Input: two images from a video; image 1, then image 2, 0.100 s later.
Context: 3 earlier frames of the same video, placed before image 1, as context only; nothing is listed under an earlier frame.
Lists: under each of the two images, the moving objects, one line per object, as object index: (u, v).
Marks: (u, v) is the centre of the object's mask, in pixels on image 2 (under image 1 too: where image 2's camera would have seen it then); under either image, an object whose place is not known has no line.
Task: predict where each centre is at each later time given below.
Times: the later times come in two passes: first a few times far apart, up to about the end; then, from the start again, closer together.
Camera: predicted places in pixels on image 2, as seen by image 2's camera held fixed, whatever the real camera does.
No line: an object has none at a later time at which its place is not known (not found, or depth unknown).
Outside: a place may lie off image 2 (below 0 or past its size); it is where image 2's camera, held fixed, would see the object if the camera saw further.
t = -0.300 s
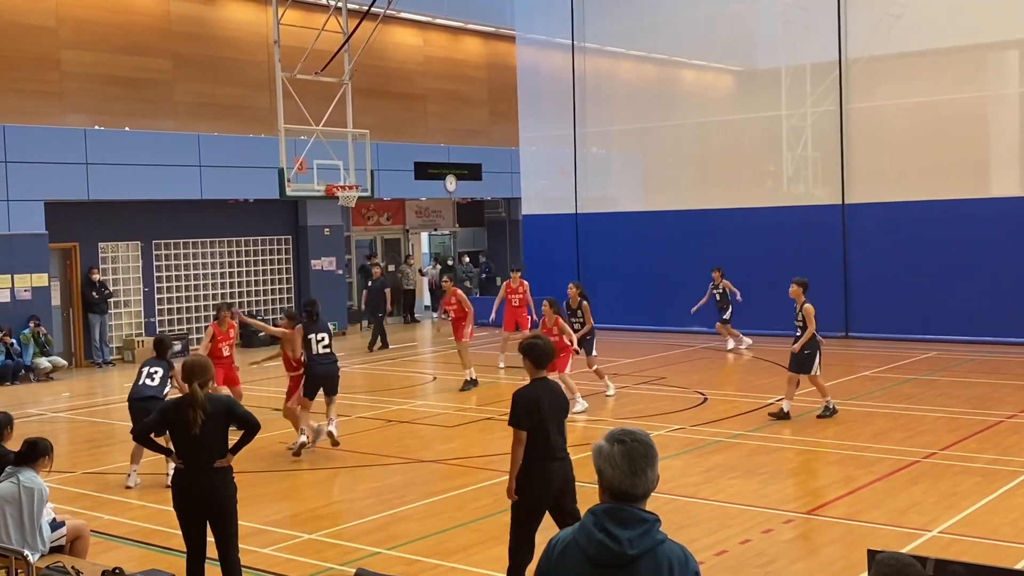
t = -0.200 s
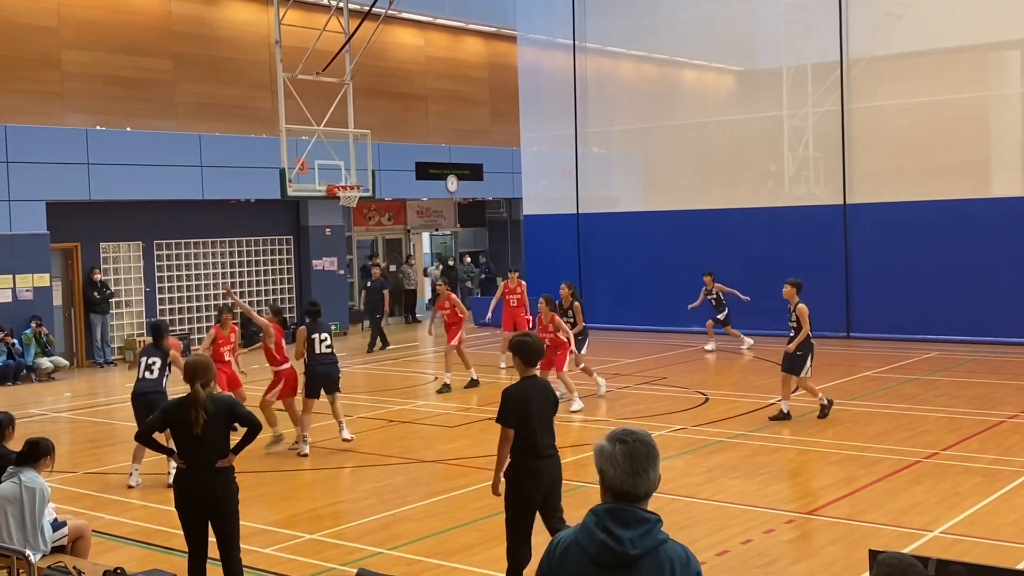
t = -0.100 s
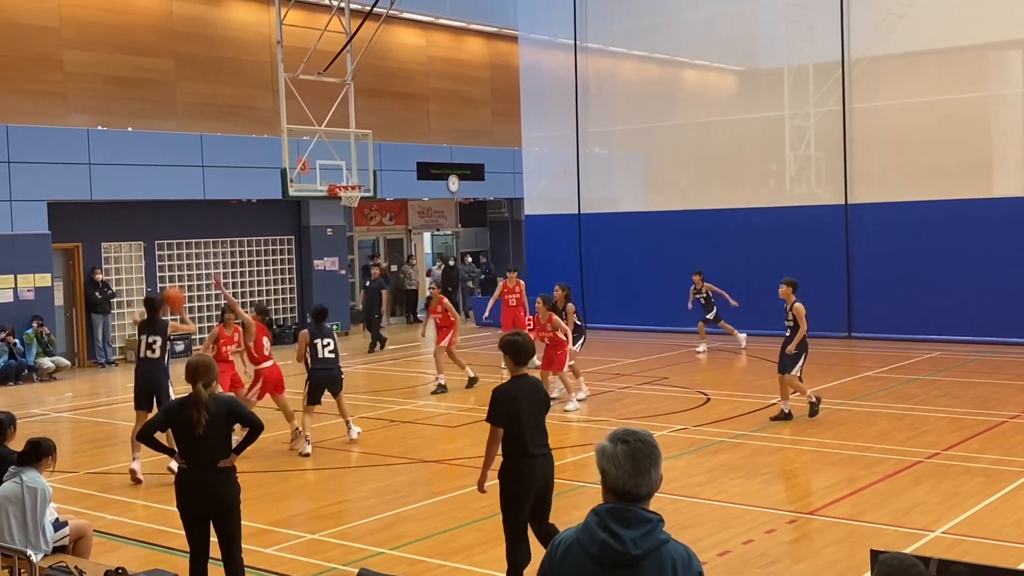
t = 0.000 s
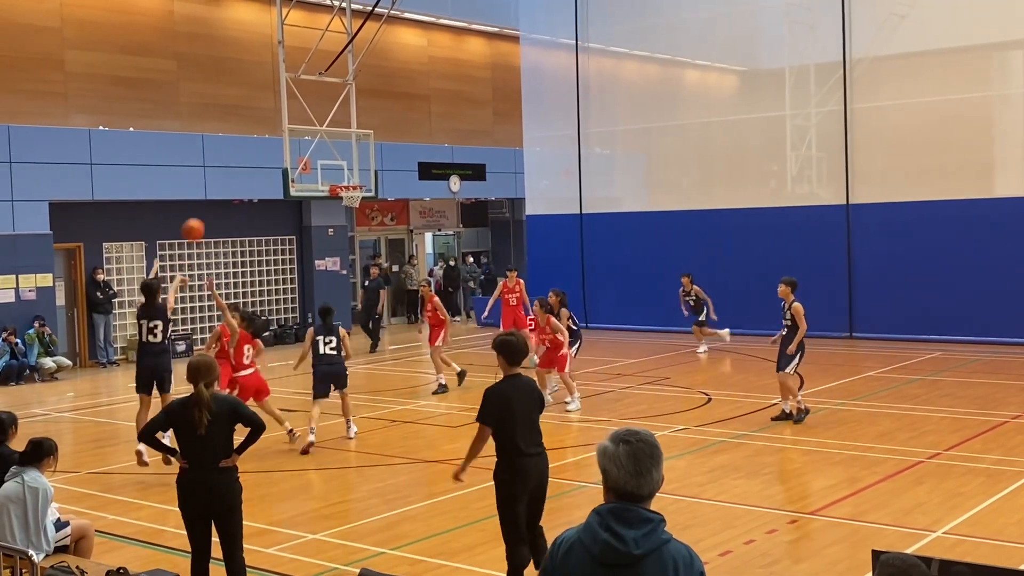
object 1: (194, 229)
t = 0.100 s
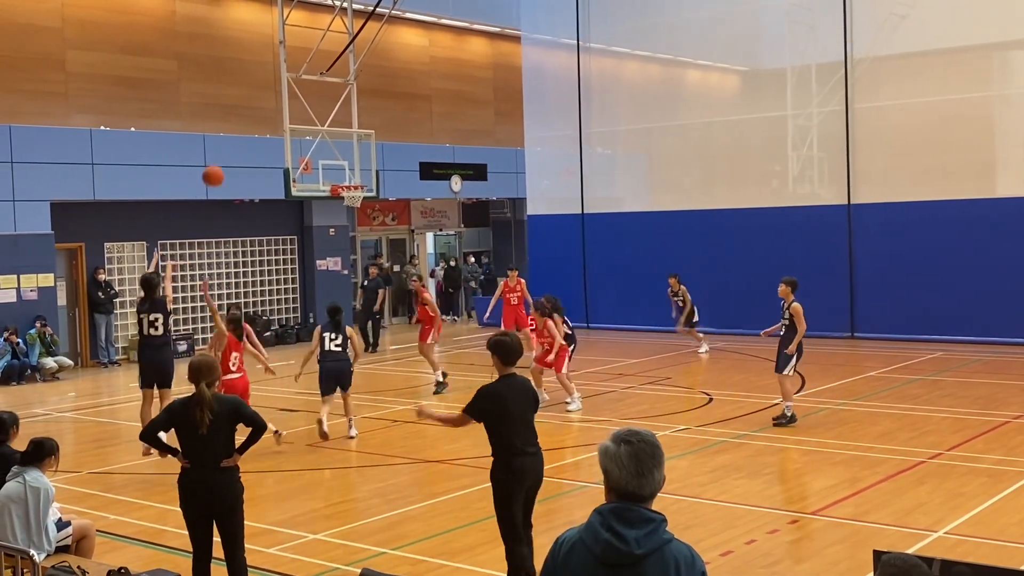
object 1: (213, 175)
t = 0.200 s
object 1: (231, 134)
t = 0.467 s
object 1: (272, 77)
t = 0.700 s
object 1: (304, 77)
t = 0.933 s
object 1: (333, 113)
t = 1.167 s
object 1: (359, 176)
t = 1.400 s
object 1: (390, 188)
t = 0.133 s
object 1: (219, 160)
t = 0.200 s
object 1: (231, 134)
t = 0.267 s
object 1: (241, 113)
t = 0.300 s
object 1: (247, 104)
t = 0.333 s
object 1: (252, 97)
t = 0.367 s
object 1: (257, 90)
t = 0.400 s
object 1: (262, 84)
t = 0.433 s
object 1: (267, 81)
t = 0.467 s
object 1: (272, 77)
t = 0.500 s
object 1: (277, 74)
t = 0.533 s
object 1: (282, 73)
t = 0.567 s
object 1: (286, 72)
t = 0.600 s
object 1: (291, 72)
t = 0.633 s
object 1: (295, 73)
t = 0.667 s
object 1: (300, 75)
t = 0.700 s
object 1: (304, 77)
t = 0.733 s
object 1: (308, 80)
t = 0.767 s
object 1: (313, 84)
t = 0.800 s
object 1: (317, 89)
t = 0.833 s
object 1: (321, 93)
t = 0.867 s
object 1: (325, 99)
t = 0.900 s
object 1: (329, 106)
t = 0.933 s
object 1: (333, 113)
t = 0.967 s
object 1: (337, 120)
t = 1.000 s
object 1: (341, 128)
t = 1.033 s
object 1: (344, 137)
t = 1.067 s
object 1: (348, 146)
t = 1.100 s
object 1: (352, 156)
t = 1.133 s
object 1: (355, 166)
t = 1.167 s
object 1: (359, 176)
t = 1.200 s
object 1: (362, 180)
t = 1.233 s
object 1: (365, 181)
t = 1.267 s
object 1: (369, 183)
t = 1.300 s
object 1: (373, 185)
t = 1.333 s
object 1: (379, 186)
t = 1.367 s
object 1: (385, 187)
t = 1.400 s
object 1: (390, 188)
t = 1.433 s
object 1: (396, 191)
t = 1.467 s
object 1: (402, 194)
